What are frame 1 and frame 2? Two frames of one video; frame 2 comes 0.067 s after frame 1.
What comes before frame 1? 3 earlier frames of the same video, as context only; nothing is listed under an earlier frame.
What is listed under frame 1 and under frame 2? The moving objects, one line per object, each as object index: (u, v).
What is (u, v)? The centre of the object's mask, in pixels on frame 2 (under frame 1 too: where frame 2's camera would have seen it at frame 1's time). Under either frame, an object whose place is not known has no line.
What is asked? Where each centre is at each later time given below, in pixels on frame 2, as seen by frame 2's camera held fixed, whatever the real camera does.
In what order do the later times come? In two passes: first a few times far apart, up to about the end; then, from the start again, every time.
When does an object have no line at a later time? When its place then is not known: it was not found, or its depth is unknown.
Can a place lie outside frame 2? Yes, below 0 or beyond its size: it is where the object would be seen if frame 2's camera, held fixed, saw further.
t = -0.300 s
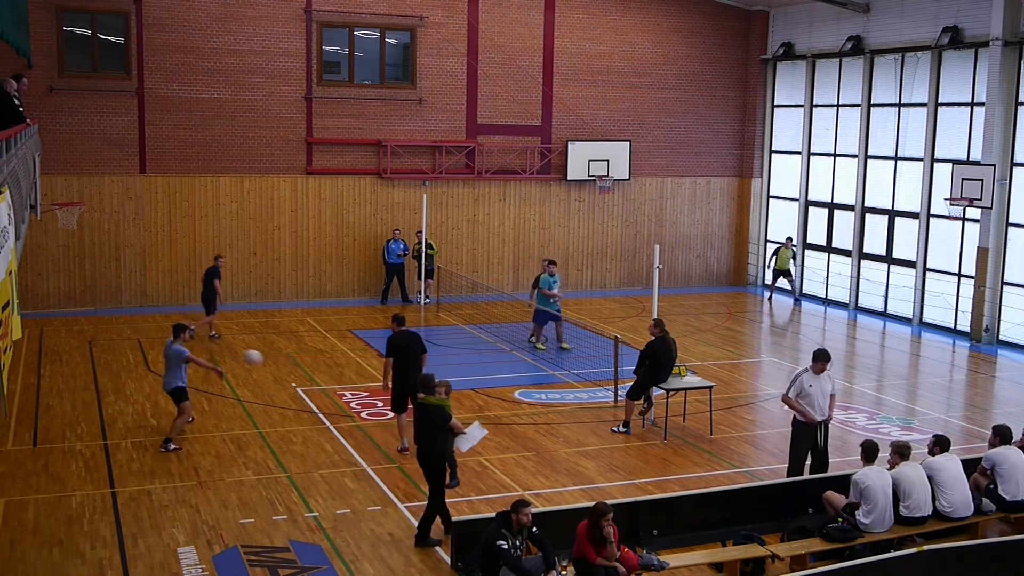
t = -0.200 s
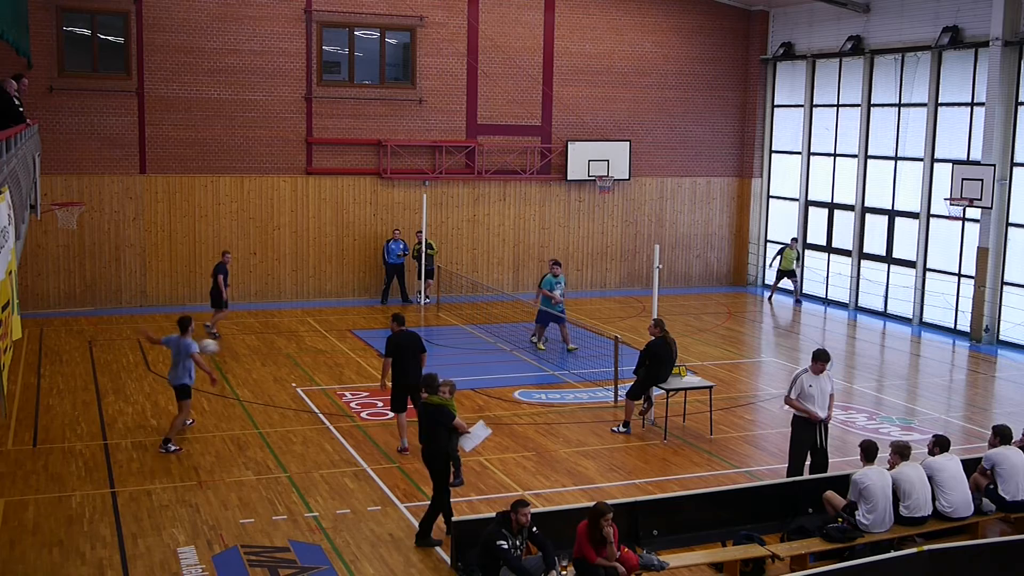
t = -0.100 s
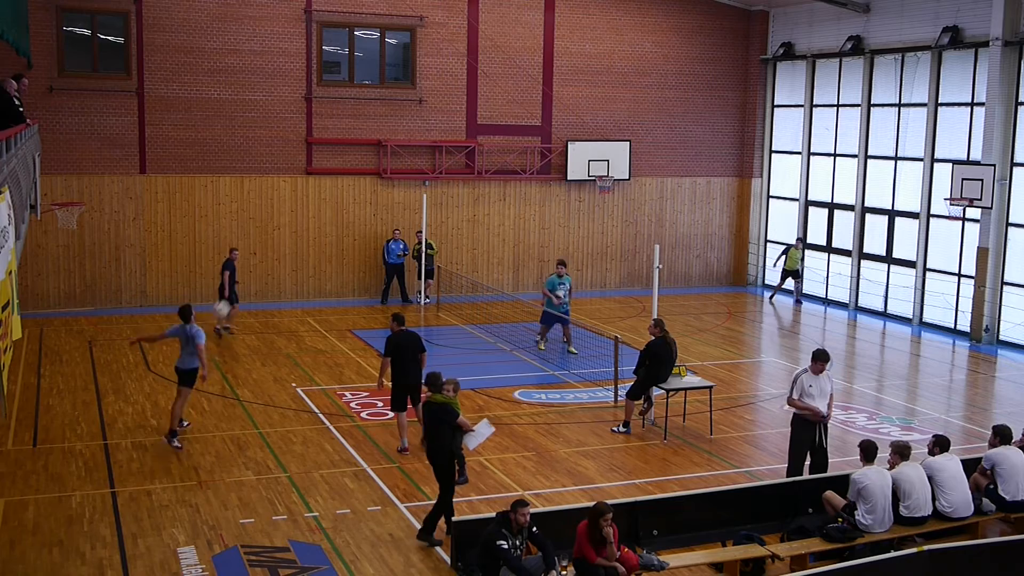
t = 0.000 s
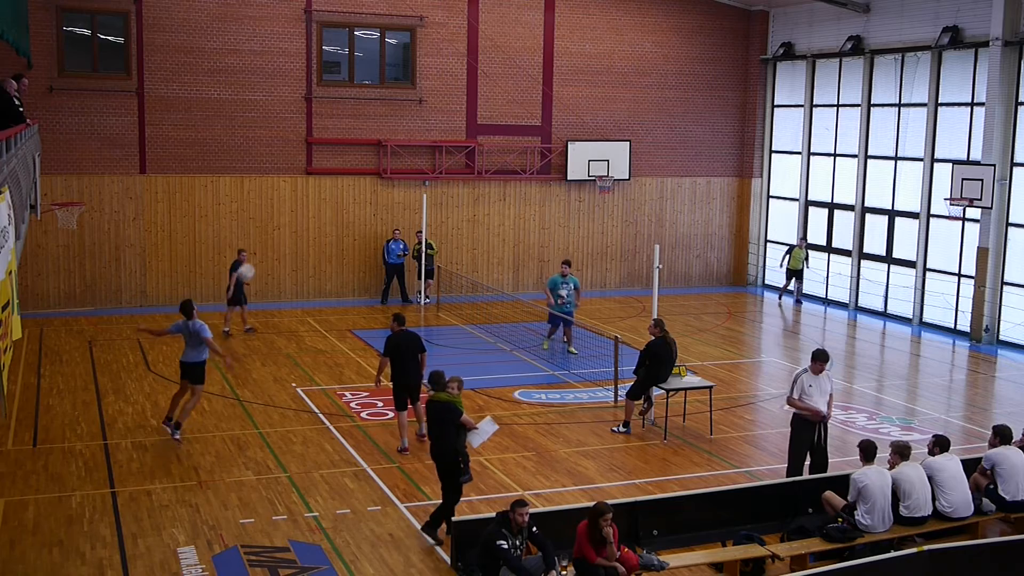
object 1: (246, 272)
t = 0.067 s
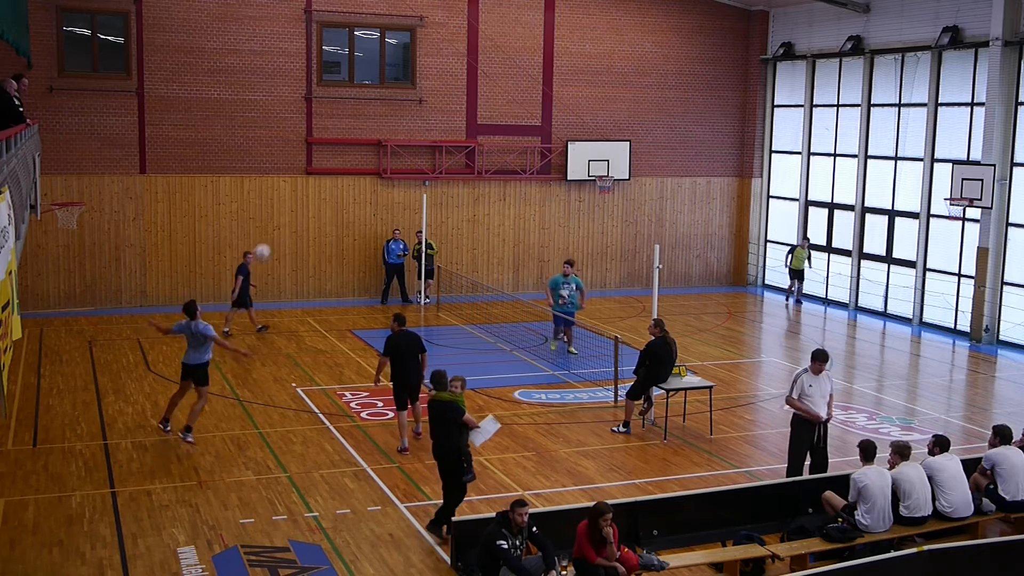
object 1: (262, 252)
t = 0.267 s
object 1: (308, 211)
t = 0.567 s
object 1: (375, 201)
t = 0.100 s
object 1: (270, 243)
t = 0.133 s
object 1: (278, 235)
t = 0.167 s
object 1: (285, 228)
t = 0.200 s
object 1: (293, 222)
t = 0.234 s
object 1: (301, 215)
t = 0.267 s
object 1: (308, 211)
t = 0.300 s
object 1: (316, 206)
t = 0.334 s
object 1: (324, 204)
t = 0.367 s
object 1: (331, 201)
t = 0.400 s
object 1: (339, 199)
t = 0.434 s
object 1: (346, 198)
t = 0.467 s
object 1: (353, 198)
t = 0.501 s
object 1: (360, 198)
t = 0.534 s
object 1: (367, 199)
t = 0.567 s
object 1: (375, 201)
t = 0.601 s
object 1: (382, 203)
